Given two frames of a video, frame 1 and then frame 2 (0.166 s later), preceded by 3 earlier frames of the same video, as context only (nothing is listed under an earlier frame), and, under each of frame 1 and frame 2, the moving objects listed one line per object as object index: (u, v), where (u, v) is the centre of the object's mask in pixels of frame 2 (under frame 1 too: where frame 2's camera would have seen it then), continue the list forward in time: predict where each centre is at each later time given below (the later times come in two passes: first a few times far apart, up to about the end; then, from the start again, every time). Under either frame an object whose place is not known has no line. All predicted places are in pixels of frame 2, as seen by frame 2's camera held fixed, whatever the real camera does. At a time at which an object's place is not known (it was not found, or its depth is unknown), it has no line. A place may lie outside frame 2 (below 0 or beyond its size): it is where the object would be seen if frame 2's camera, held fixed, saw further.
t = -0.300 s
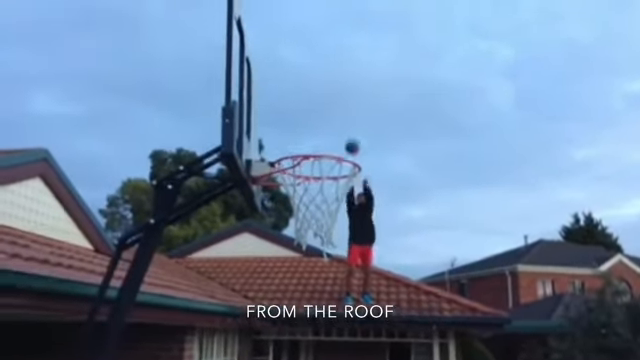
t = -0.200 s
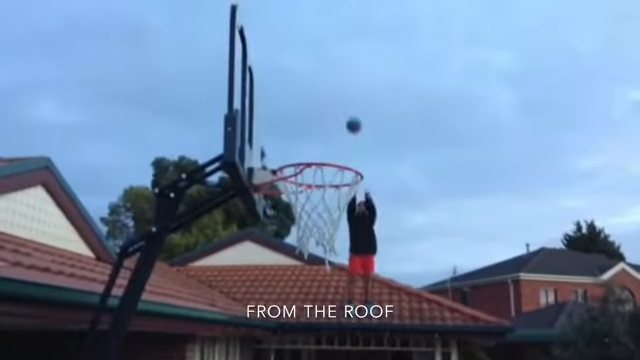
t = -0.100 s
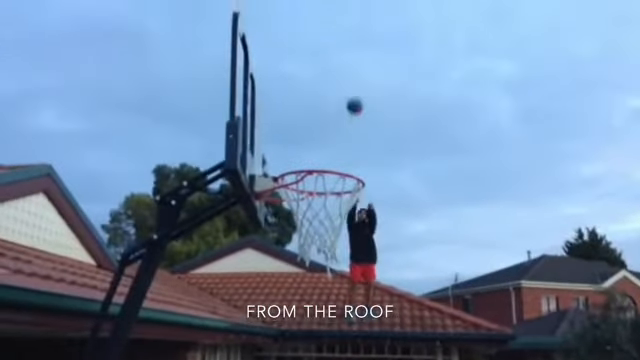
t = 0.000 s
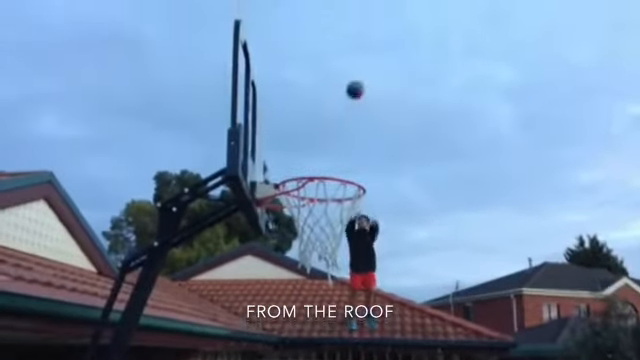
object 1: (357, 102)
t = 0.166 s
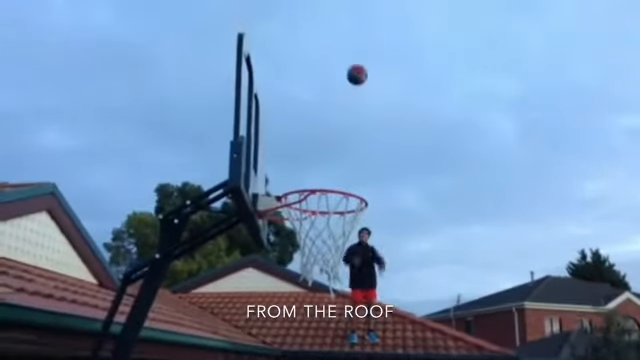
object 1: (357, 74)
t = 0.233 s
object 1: (356, 68)
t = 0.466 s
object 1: (354, 76)
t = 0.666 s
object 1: (352, 160)
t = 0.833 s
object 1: (315, 206)
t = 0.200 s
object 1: (356, 71)
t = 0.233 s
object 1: (356, 68)
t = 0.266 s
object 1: (356, 66)
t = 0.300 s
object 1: (356, 65)
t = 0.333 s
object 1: (355, 65)
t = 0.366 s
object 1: (355, 66)
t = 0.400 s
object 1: (355, 67)
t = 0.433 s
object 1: (354, 71)
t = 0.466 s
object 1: (354, 76)
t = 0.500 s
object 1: (354, 82)
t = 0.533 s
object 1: (353, 93)
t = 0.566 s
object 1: (353, 105)
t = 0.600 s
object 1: (353, 119)
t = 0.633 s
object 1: (353, 136)
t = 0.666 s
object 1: (352, 160)
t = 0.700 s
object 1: (353, 187)
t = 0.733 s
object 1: (336, 197)
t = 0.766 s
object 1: (313, 201)
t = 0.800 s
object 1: (304, 204)
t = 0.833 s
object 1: (315, 206)
